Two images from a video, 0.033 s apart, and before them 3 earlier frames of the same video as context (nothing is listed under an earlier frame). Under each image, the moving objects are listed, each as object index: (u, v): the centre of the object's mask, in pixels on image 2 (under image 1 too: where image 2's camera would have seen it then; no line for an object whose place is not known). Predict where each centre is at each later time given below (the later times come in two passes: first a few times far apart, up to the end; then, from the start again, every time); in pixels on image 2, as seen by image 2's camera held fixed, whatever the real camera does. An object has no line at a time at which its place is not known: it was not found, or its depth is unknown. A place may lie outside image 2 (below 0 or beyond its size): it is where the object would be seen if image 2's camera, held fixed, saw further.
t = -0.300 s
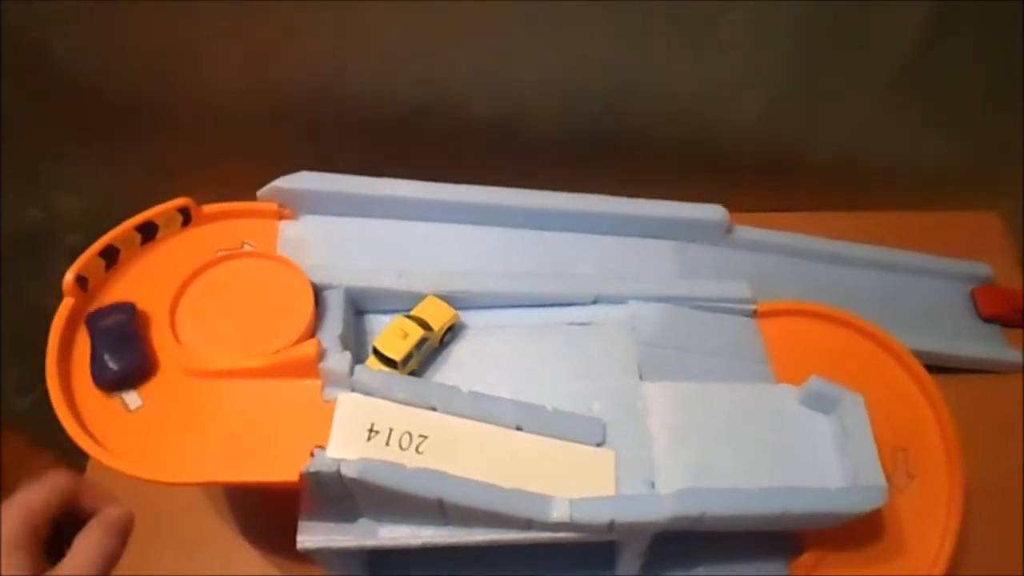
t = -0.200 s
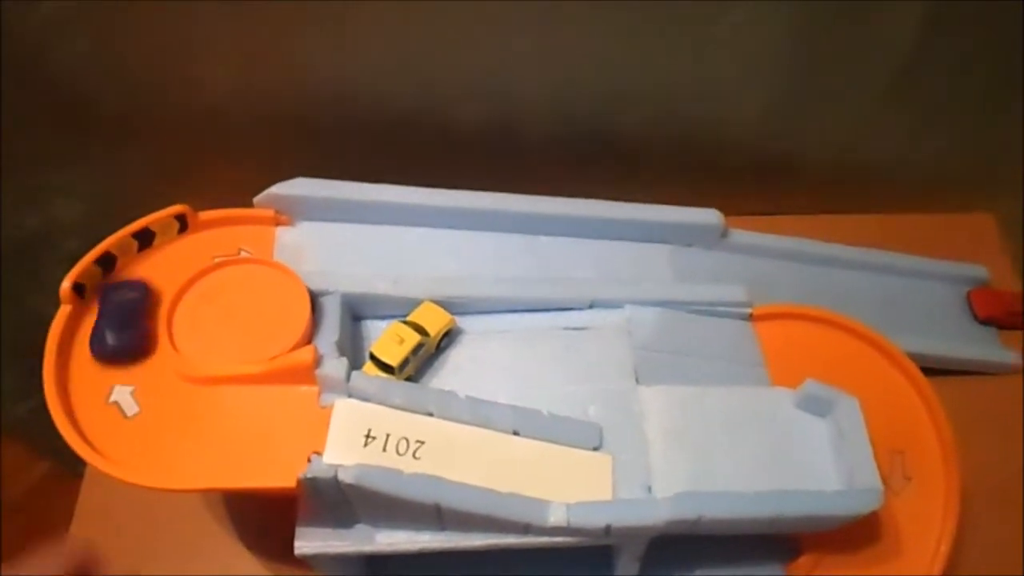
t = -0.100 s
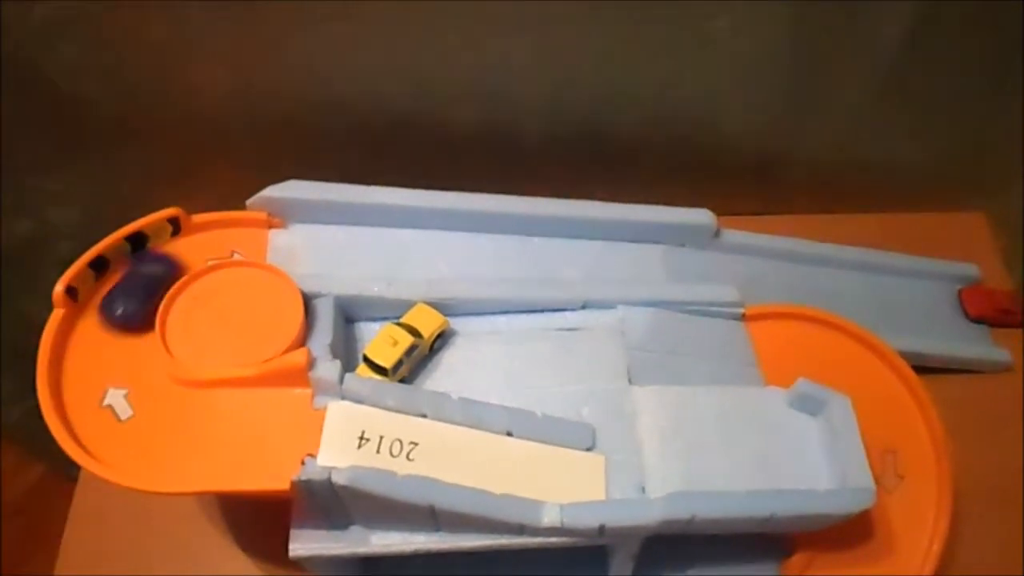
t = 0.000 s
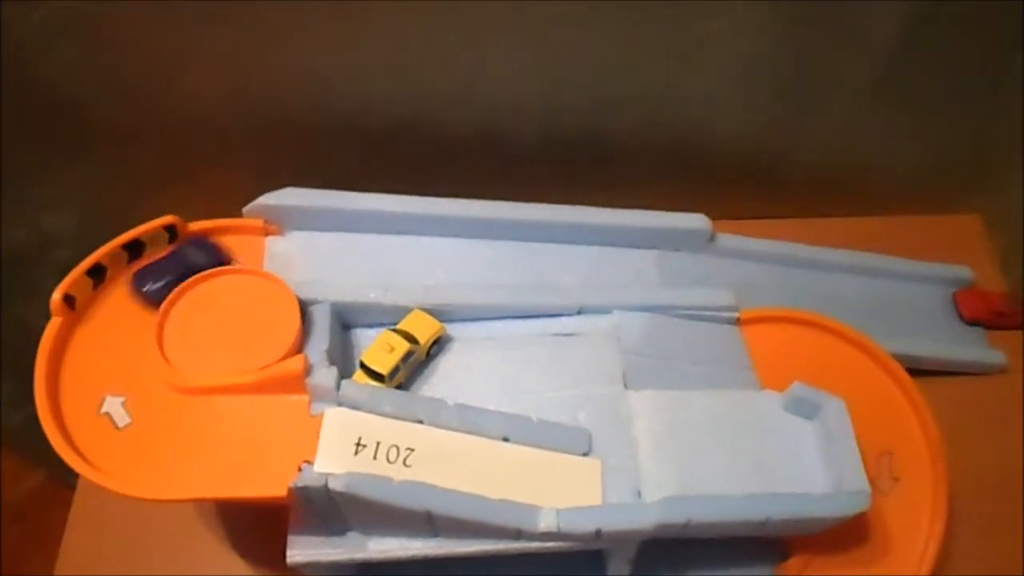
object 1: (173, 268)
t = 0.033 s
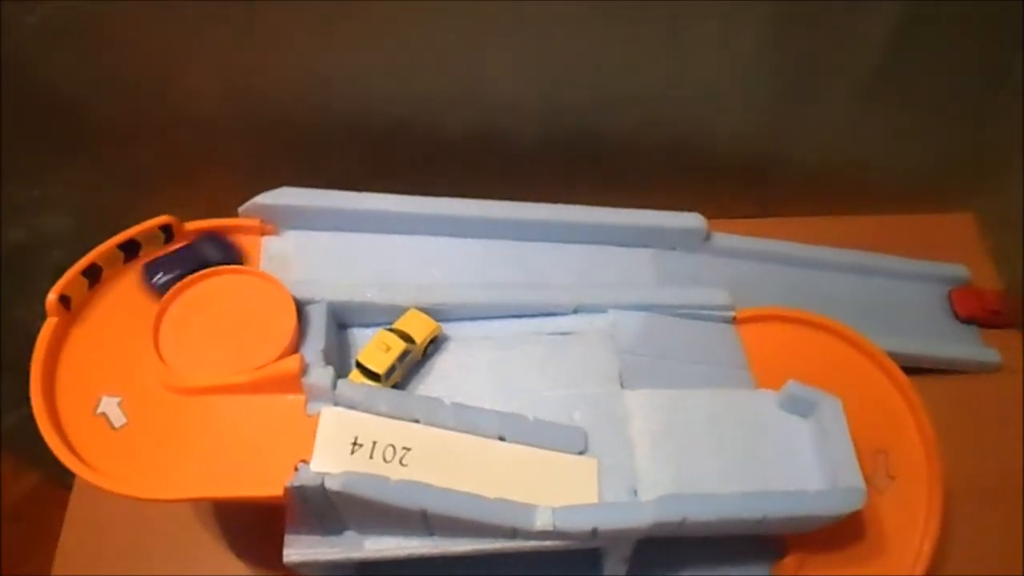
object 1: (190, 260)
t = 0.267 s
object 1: (333, 248)
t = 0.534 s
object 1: (539, 251)
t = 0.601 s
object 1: (600, 255)
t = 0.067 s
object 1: (208, 256)
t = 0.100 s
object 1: (229, 252)
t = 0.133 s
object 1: (250, 252)
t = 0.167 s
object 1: (270, 252)
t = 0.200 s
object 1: (290, 251)
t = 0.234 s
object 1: (311, 249)
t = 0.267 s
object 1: (333, 248)
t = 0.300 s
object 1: (356, 246)
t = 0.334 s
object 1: (379, 246)
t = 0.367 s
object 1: (404, 246)
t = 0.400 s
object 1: (430, 247)
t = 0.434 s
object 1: (456, 248)
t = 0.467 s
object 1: (483, 249)
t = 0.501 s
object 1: (511, 251)
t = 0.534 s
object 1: (539, 251)
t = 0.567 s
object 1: (569, 253)
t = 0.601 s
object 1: (600, 255)
